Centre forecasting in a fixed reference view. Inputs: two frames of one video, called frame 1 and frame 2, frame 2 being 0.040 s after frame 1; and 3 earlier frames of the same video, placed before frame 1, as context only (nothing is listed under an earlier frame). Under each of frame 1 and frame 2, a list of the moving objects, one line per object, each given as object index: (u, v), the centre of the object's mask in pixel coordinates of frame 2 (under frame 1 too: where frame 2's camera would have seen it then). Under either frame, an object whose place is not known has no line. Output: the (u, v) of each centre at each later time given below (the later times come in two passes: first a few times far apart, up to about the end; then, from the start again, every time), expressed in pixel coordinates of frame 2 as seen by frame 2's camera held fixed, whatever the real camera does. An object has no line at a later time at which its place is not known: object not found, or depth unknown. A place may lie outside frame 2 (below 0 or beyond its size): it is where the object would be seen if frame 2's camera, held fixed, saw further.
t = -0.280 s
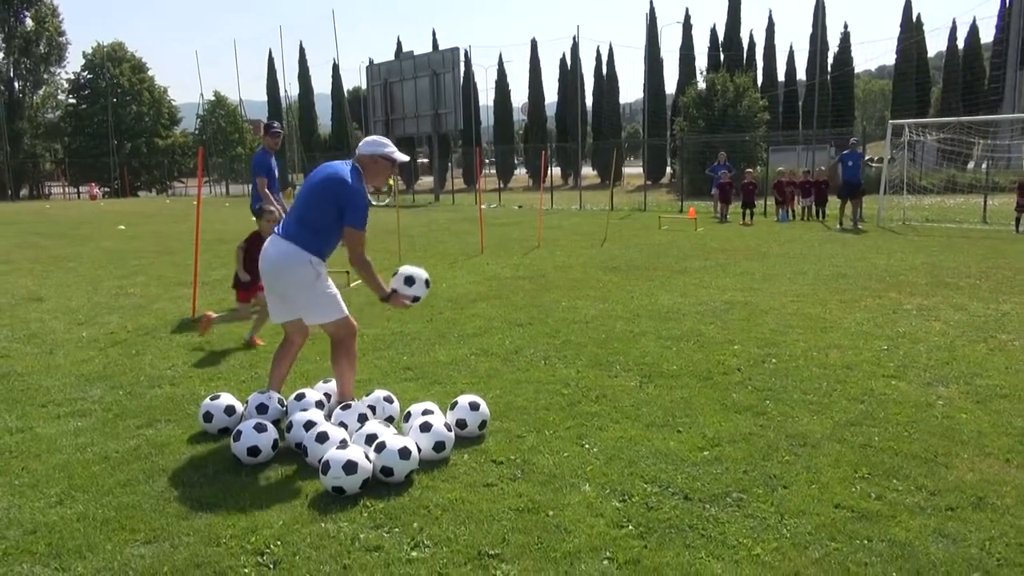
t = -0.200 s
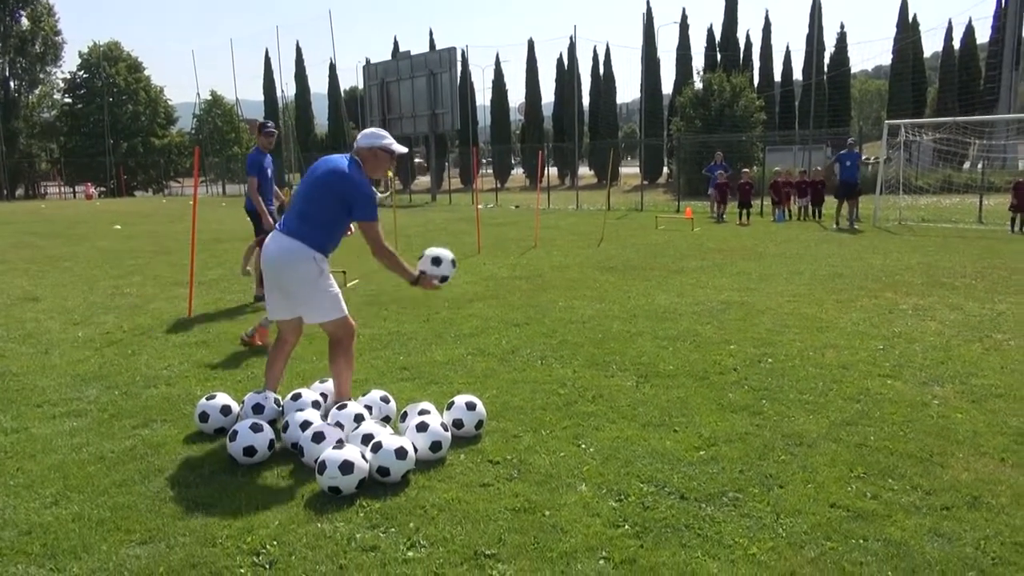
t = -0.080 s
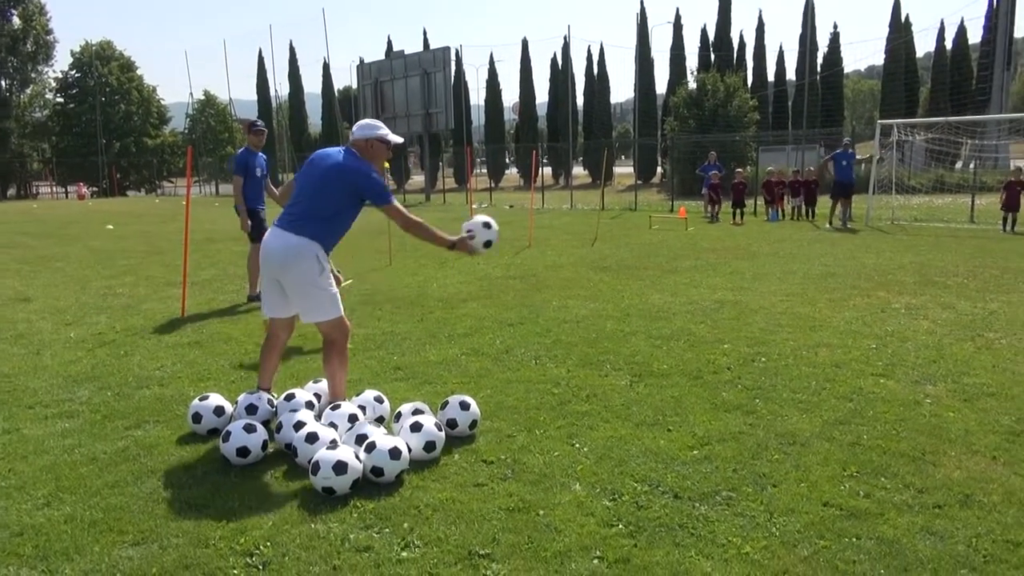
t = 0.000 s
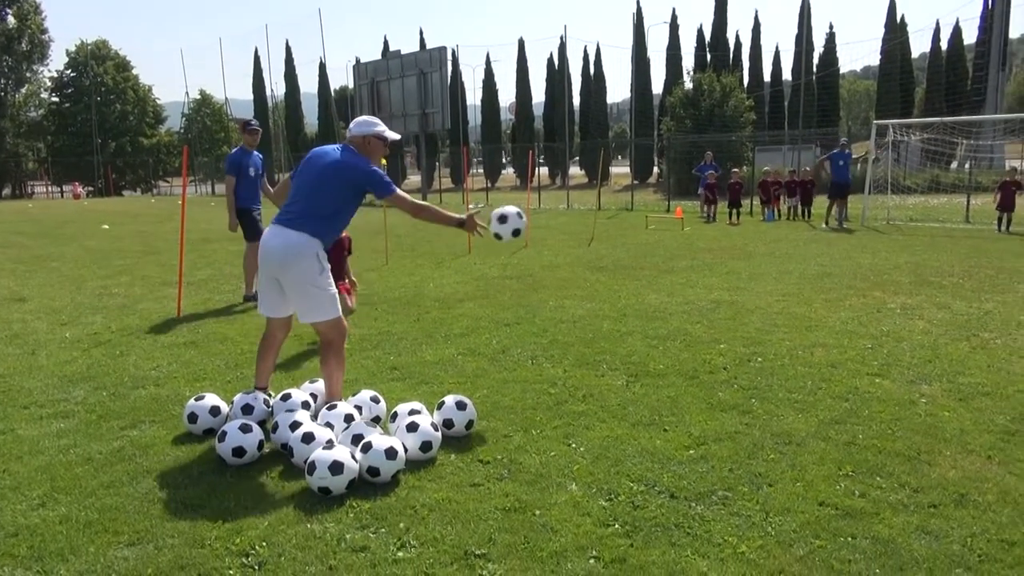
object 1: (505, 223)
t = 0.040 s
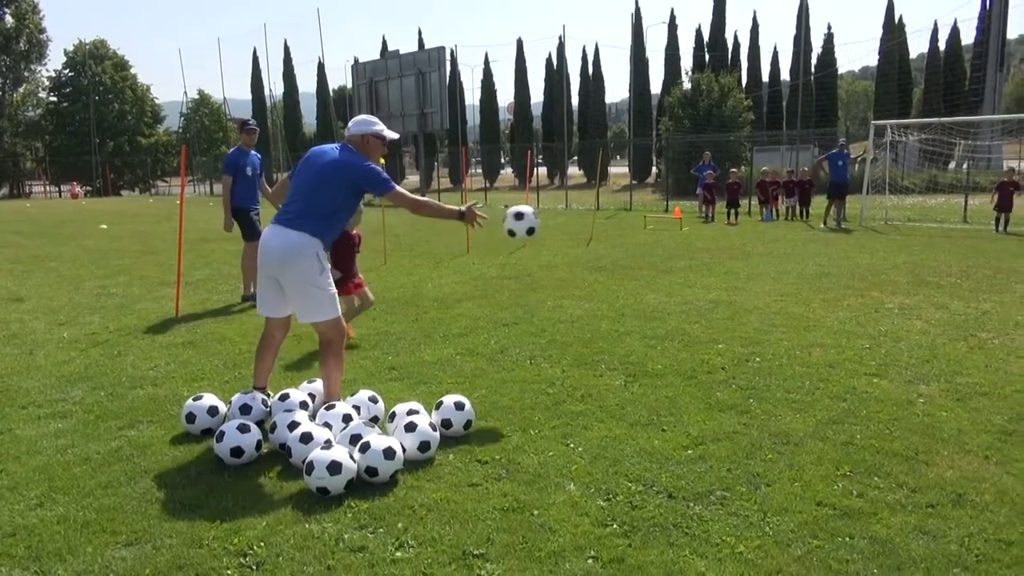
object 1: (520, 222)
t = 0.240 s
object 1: (591, 256)
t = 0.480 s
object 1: (657, 346)
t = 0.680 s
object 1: (680, 308)
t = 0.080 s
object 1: (536, 224)
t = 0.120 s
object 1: (551, 229)
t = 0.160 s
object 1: (564, 236)
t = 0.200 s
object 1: (578, 245)
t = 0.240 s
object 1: (591, 256)
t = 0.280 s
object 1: (603, 269)
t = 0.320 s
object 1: (616, 285)
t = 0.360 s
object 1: (628, 302)
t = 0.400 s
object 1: (639, 321)
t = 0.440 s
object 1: (649, 343)
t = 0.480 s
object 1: (657, 346)
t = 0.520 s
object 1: (662, 334)
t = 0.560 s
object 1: (666, 325)
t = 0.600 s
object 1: (671, 317)
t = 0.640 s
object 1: (675, 312)
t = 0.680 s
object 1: (680, 308)
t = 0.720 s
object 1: (685, 306)
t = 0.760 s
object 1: (690, 308)
